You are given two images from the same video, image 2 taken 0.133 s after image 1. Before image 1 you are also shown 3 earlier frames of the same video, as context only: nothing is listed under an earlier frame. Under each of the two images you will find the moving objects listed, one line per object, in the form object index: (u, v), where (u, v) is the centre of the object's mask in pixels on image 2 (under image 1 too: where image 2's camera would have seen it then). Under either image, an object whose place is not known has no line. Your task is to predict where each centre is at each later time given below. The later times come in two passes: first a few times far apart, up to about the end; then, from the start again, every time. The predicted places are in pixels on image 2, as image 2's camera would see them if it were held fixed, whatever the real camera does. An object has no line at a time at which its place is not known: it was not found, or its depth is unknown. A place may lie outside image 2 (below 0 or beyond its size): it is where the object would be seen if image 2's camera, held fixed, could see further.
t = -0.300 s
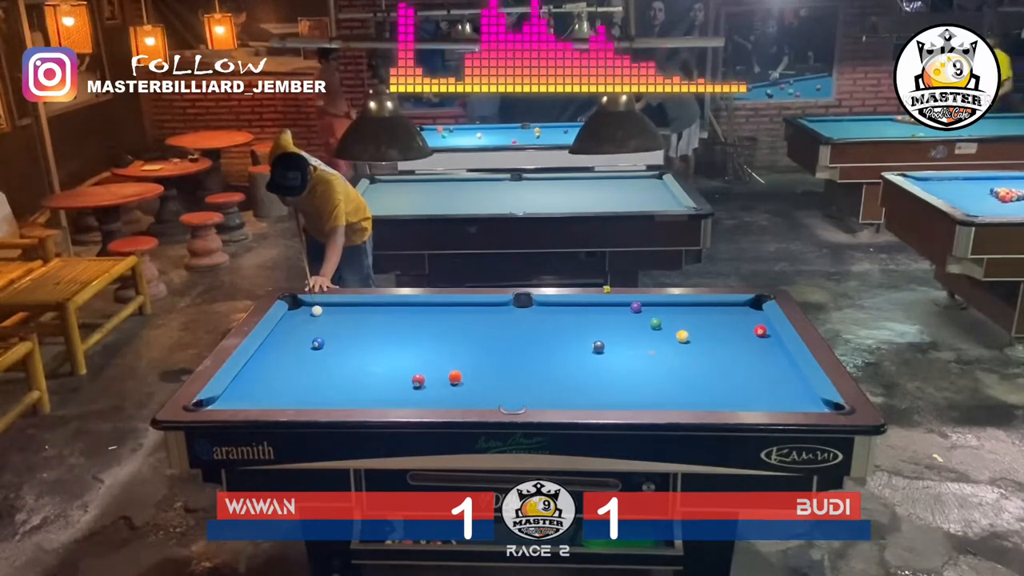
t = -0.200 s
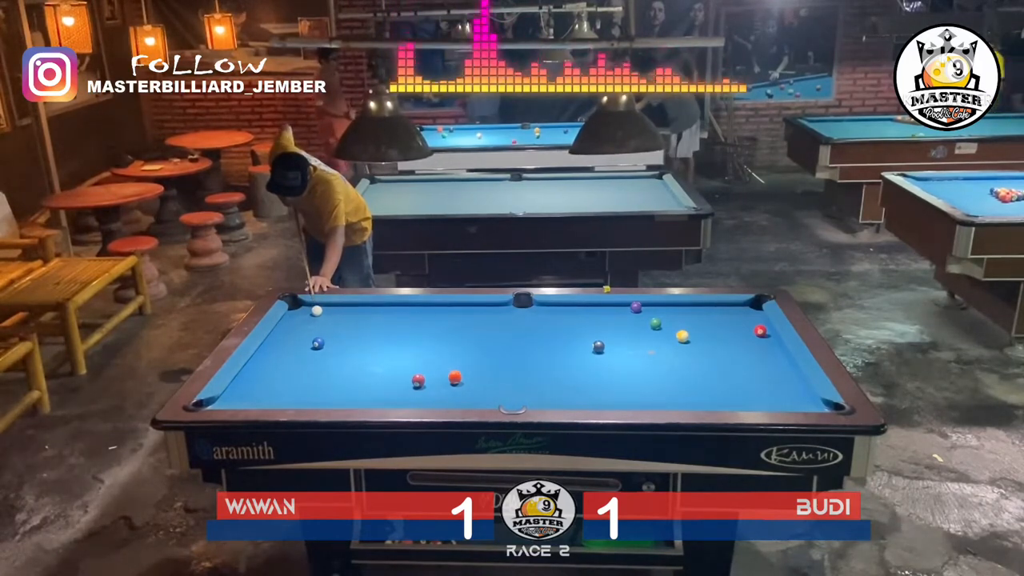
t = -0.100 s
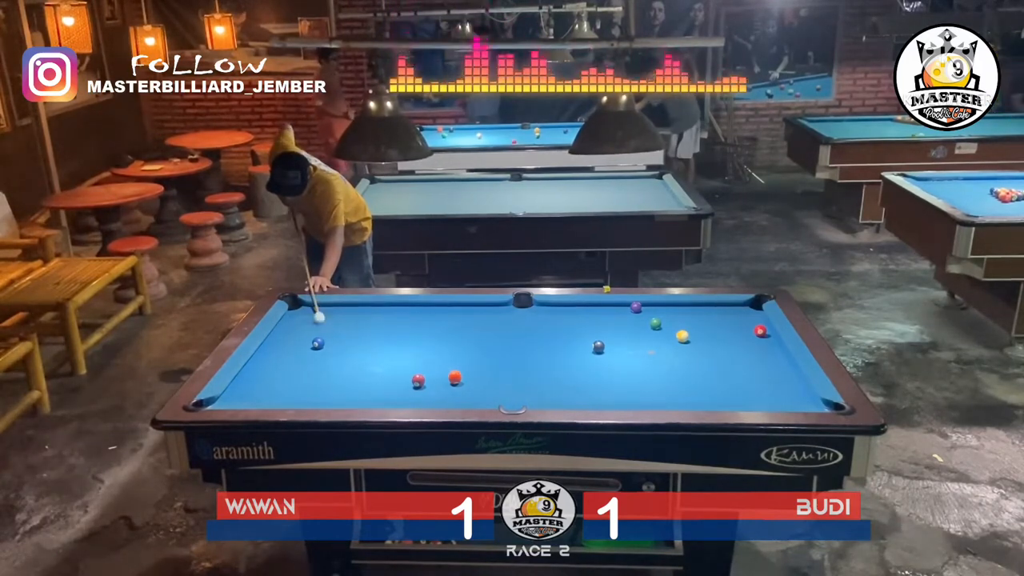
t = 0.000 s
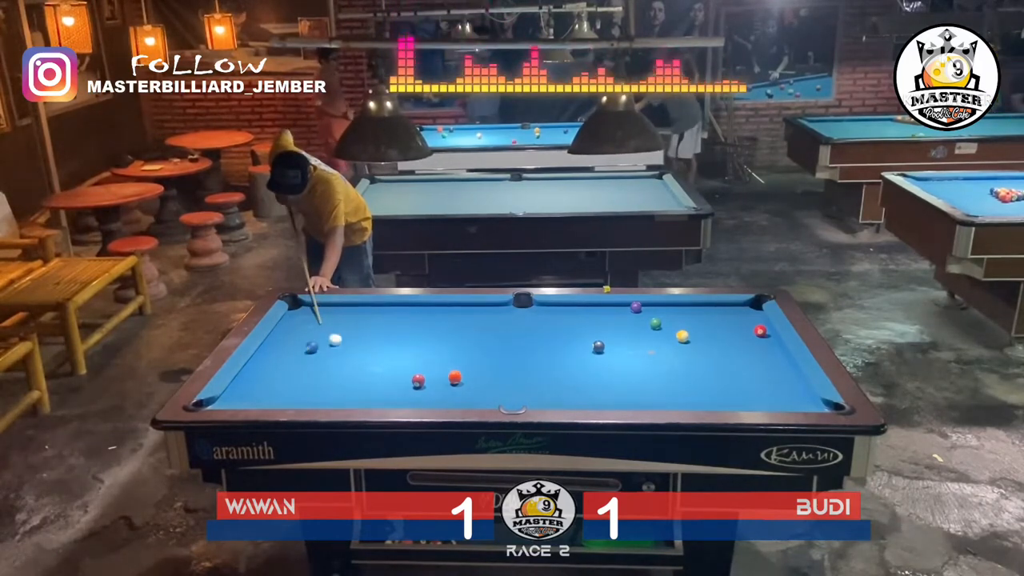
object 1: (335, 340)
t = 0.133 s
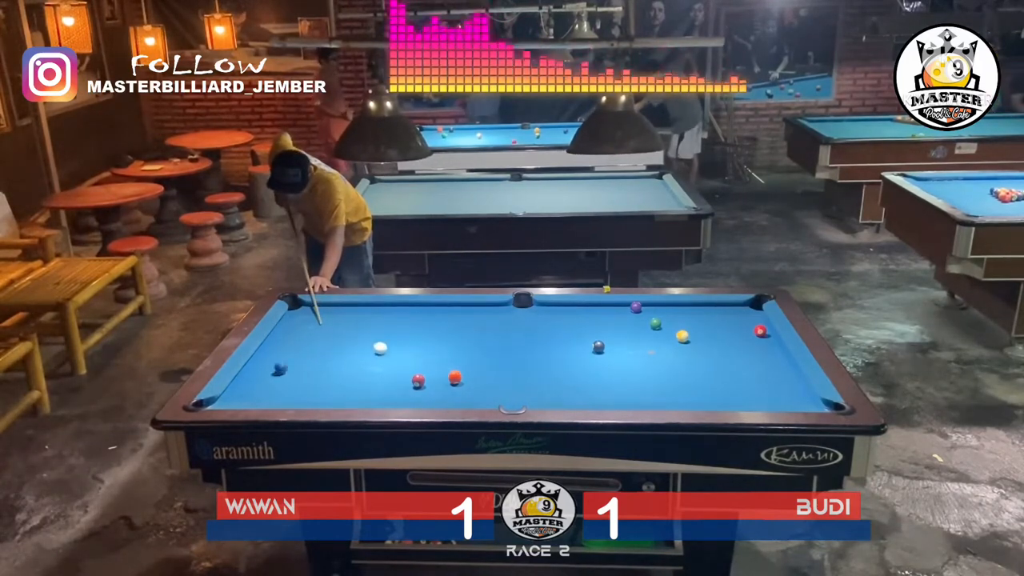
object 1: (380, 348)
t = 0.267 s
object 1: (422, 356)
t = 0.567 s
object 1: (520, 378)
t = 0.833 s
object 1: (614, 396)
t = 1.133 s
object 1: (697, 391)
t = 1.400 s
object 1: (760, 382)
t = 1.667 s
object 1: (781, 373)
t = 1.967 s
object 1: (732, 364)
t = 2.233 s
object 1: (695, 357)
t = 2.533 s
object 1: (659, 350)
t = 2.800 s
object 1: (633, 345)
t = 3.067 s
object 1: (610, 340)
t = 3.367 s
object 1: (590, 336)
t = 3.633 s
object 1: (577, 333)
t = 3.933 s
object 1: (566, 331)
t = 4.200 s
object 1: (560, 329)
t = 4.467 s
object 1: (557, 328)
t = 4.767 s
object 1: (557, 328)
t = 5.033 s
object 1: (557, 328)
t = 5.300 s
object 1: (557, 328)
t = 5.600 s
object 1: (557, 328)
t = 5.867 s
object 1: (557, 328)
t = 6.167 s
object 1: (557, 328)
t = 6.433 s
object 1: (557, 328)
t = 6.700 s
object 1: (557, 328)
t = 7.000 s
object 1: (557, 328)
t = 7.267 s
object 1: (557, 328)
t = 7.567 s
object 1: (557, 328)
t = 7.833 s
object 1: (557, 328)
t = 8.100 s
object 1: (557, 328)
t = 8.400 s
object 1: (557, 328)
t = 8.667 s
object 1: (557, 328)
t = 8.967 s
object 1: (557, 328)
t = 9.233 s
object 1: (557, 328)
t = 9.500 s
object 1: (557, 328)
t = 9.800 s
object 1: (557, 328)
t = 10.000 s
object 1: (557, 328)
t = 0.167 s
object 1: (390, 350)
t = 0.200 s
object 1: (401, 352)
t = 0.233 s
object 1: (411, 354)
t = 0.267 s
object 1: (422, 356)
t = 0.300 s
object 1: (432, 359)
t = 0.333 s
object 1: (443, 361)
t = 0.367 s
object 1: (453, 363)
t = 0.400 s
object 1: (464, 366)
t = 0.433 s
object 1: (475, 369)
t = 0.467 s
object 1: (486, 371)
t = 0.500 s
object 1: (497, 373)
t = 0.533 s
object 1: (508, 376)
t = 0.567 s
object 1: (520, 378)
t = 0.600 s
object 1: (532, 381)
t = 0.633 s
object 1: (543, 383)
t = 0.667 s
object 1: (555, 386)
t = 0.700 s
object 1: (566, 388)
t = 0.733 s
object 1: (578, 390)
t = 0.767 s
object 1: (590, 393)
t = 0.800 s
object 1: (602, 394)
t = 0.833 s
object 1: (614, 396)
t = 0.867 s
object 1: (626, 398)
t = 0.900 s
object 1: (637, 398)
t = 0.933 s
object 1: (645, 397)
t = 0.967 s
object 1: (654, 396)
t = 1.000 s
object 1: (663, 395)
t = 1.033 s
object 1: (672, 394)
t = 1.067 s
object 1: (680, 393)
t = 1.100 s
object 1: (689, 392)
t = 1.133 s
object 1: (697, 391)
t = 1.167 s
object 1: (705, 390)
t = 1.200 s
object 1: (713, 389)
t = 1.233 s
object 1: (721, 388)
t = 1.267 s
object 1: (729, 387)
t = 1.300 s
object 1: (737, 386)
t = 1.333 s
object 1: (745, 385)
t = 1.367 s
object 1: (753, 383)
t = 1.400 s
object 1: (760, 382)
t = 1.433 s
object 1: (768, 381)
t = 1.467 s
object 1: (776, 380)
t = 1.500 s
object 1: (783, 379)
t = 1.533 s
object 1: (791, 378)
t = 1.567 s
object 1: (798, 377)
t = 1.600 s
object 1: (793, 376)
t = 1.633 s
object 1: (787, 374)
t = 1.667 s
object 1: (781, 373)
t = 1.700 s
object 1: (775, 373)
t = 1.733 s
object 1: (770, 371)
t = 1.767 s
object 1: (764, 370)
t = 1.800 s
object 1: (758, 369)
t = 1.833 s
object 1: (753, 368)
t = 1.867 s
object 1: (748, 367)
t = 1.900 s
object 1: (742, 366)
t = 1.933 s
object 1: (737, 365)
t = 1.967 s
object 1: (732, 364)
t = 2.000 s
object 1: (727, 364)
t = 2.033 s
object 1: (723, 362)
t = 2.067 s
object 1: (718, 361)
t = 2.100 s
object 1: (713, 360)
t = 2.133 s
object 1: (708, 360)
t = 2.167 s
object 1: (704, 359)
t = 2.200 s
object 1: (699, 358)
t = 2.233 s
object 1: (695, 357)
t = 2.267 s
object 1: (691, 356)
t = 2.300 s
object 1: (686, 355)
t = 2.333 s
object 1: (682, 354)
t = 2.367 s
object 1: (678, 354)
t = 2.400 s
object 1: (674, 353)
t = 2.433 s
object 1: (671, 352)
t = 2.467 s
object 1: (667, 352)
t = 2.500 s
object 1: (663, 351)
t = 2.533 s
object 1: (659, 350)
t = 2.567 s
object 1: (655, 350)
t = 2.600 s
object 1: (652, 349)
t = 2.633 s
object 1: (649, 348)
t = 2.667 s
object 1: (645, 347)
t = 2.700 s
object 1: (642, 347)
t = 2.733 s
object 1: (639, 346)
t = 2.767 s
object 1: (636, 346)
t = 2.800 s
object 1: (633, 345)
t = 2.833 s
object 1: (630, 344)
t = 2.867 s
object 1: (627, 344)
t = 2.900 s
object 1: (624, 343)
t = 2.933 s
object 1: (621, 343)
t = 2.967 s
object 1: (618, 342)
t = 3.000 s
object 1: (616, 342)
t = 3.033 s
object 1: (613, 341)
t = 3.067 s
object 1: (610, 340)
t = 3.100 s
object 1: (608, 340)
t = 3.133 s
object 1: (606, 339)
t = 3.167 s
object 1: (604, 338)
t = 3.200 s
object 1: (601, 337)
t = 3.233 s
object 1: (599, 337)
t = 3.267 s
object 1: (597, 336)
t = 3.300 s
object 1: (594, 336)
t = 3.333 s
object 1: (593, 336)
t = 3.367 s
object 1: (590, 336)
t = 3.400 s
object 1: (588, 336)
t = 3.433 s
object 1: (587, 335)
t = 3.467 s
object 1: (585, 335)
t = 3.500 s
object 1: (583, 335)
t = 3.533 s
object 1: (582, 335)
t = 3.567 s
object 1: (580, 334)
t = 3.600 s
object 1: (579, 334)
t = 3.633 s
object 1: (577, 333)
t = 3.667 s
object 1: (576, 333)
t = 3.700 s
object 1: (574, 333)
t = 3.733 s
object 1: (573, 332)
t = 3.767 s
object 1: (572, 332)
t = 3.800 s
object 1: (570, 332)
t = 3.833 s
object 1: (569, 332)
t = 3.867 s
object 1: (568, 332)
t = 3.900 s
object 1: (567, 331)
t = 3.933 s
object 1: (566, 331)
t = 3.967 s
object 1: (565, 331)
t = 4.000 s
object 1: (564, 330)
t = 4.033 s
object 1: (564, 330)
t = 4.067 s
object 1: (563, 330)
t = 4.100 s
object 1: (562, 330)
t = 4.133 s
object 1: (561, 329)
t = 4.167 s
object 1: (560, 329)
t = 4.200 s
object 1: (560, 329)
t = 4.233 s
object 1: (559, 329)
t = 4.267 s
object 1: (559, 329)
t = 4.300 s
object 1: (558, 329)
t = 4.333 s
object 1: (558, 329)
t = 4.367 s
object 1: (557, 329)
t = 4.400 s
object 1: (557, 329)
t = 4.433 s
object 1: (557, 328)
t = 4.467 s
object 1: (557, 328)
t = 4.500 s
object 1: (557, 328)
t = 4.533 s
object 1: (557, 328)
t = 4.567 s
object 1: (557, 328)
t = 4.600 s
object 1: (557, 328)
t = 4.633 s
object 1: (557, 328)
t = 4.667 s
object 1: (557, 328)
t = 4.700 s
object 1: (557, 328)
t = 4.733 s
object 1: (557, 328)
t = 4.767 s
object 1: (557, 328)
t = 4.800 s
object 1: (557, 328)
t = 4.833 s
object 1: (557, 328)
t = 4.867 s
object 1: (557, 328)
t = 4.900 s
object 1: (557, 328)
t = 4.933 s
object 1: (557, 328)
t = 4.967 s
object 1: (557, 328)
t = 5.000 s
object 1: (557, 328)
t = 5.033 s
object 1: (557, 328)
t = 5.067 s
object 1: (557, 328)
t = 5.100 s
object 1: (557, 328)
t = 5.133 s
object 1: (557, 328)
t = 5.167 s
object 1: (557, 328)
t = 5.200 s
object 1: (557, 328)
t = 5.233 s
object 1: (557, 328)
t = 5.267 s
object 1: (557, 328)
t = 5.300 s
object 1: (557, 328)
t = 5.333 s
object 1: (557, 328)
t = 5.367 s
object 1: (557, 328)
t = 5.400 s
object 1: (557, 328)
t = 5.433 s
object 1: (557, 328)
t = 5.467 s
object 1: (557, 328)
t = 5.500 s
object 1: (557, 328)
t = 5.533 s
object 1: (557, 328)
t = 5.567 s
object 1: (557, 328)
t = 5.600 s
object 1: (557, 328)
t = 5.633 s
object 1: (557, 328)
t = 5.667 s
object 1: (557, 328)
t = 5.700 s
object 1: (557, 328)
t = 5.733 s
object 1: (557, 328)
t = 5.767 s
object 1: (557, 328)
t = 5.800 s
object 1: (557, 328)
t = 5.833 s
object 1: (557, 328)
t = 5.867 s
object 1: (557, 328)
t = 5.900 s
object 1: (557, 328)
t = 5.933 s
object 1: (557, 328)
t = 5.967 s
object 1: (557, 328)
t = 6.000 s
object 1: (557, 328)
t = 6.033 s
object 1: (557, 328)
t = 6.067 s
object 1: (557, 328)
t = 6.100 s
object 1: (557, 328)
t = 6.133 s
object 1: (557, 328)
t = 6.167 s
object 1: (557, 328)
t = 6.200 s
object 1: (557, 328)
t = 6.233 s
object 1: (557, 328)
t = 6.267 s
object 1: (557, 328)
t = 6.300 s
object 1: (557, 328)
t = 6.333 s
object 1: (557, 328)
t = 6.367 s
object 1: (557, 328)
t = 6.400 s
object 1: (557, 328)
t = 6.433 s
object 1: (557, 328)
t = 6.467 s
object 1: (557, 328)
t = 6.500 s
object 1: (557, 328)
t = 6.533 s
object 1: (557, 328)
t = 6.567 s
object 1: (557, 328)
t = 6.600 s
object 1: (557, 328)
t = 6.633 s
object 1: (557, 328)
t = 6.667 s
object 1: (557, 328)
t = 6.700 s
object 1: (557, 328)
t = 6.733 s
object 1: (557, 328)
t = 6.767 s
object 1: (557, 328)
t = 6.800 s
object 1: (557, 328)
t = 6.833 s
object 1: (557, 328)
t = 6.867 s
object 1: (557, 328)
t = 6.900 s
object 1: (557, 328)
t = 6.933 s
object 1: (557, 328)
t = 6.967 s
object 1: (557, 328)
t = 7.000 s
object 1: (557, 328)
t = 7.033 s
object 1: (557, 328)
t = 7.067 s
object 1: (557, 328)
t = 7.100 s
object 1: (557, 328)
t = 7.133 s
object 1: (557, 328)
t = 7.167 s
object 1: (557, 328)
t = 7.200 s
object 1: (557, 328)
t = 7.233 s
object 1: (557, 328)
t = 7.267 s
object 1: (557, 328)
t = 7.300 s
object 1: (557, 328)
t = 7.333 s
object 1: (557, 328)
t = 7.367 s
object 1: (557, 328)
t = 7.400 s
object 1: (557, 328)
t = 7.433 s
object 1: (557, 328)
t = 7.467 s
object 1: (557, 328)
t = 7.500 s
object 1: (557, 328)
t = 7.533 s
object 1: (557, 328)
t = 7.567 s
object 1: (557, 328)
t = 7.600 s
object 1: (557, 328)
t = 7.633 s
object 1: (557, 328)
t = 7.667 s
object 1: (557, 328)
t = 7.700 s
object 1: (557, 328)
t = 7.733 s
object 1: (557, 328)
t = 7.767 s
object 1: (557, 328)
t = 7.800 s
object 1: (557, 328)
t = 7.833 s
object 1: (557, 328)
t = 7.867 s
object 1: (557, 328)
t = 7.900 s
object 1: (557, 328)
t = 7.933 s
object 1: (557, 328)
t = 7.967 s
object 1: (557, 328)
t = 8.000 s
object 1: (557, 328)
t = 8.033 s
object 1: (557, 328)
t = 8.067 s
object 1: (557, 328)
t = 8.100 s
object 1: (557, 328)
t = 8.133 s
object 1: (557, 328)
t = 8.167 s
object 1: (557, 328)
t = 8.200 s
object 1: (557, 328)
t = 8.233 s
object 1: (557, 328)
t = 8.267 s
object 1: (557, 328)
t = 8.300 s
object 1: (557, 328)
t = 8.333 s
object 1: (557, 328)
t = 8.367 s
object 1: (557, 328)
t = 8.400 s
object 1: (557, 328)
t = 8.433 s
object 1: (557, 328)
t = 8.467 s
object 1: (557, 328)
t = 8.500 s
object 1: (557, 328)
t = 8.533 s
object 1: (557, 328)
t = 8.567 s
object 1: (557, 328)
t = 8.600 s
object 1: (557, 328)
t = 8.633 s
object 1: (557, 328)
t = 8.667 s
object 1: (557, 328)
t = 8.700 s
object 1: (557, 328)
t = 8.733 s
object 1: (557, 328)
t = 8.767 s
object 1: (557, 328)
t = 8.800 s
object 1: (557, 328)
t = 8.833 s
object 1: (557, 328)
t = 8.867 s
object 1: (557, 328)
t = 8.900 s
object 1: (557, 328)
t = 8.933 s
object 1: (557, 328)
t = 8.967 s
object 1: (557, 328)
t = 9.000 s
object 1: (557, 328)
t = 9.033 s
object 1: (557, 328)
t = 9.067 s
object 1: (557, 328)
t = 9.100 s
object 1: (557, 328)
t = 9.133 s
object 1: (557, 328)
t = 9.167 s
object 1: (557, 328)
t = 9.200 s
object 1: (557, 328)
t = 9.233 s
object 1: (557, 328)
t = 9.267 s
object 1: (557, 328)
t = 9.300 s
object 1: (557, 328)
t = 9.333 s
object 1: (557, 328)
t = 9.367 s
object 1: (557, 328)
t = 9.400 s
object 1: (557, 328)
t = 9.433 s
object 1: (557, 328)
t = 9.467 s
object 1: (557, 328)
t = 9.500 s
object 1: (557, 328)
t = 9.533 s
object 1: (557, 328)
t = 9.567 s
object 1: (557, 328)
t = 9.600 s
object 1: (557, 328)
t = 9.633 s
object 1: (557, 328)
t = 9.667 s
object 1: (557, 328)
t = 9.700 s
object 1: (557, 328)
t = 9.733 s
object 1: (557, 328)
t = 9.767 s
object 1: (557, 328)
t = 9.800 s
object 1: (557, 328)
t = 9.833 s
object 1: (557, 328)
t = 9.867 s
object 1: (557, 328)
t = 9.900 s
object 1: (557, 328)
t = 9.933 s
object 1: (557, 328)
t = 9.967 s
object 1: (557, 328)
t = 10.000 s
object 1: (557, 328)
